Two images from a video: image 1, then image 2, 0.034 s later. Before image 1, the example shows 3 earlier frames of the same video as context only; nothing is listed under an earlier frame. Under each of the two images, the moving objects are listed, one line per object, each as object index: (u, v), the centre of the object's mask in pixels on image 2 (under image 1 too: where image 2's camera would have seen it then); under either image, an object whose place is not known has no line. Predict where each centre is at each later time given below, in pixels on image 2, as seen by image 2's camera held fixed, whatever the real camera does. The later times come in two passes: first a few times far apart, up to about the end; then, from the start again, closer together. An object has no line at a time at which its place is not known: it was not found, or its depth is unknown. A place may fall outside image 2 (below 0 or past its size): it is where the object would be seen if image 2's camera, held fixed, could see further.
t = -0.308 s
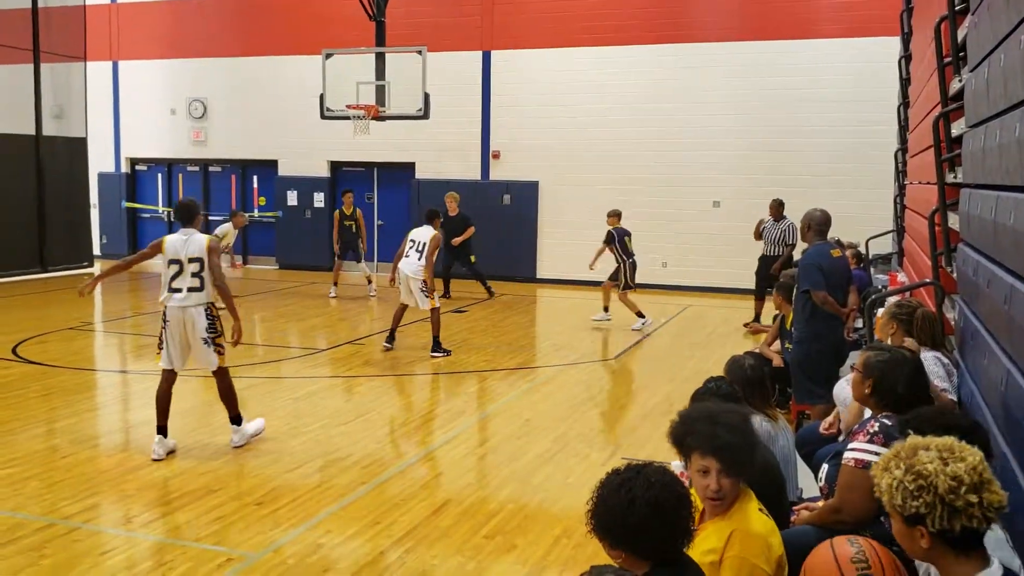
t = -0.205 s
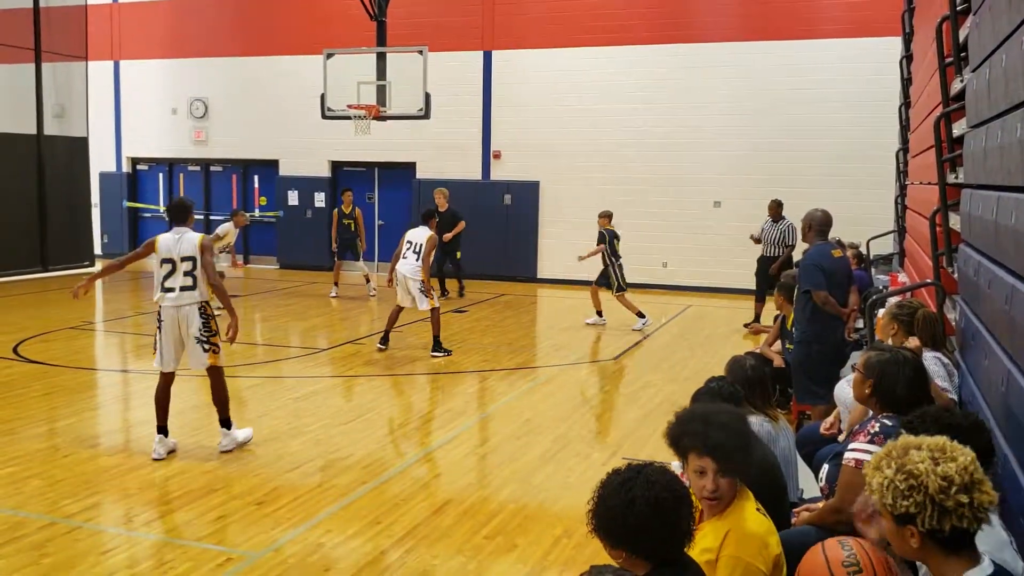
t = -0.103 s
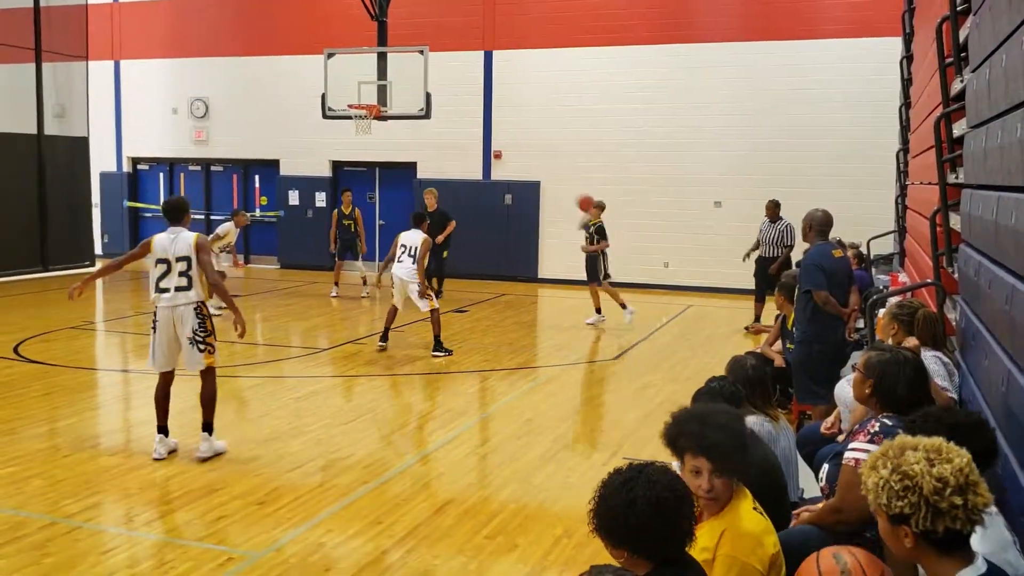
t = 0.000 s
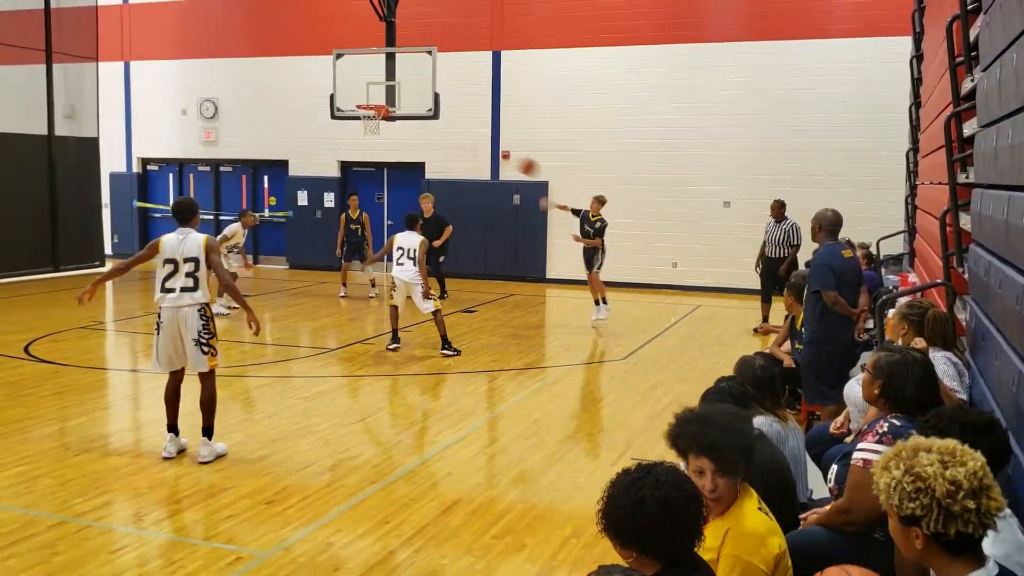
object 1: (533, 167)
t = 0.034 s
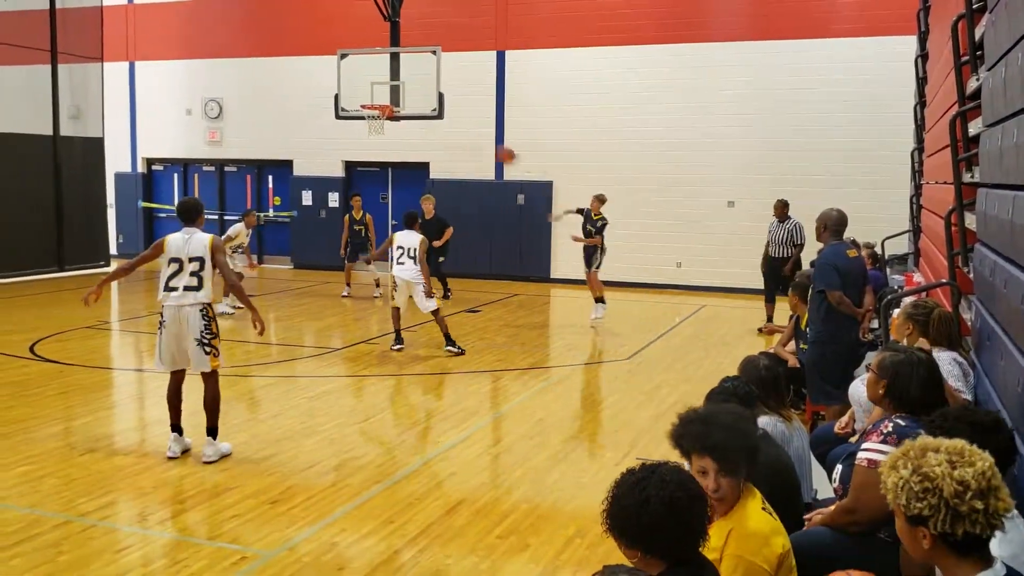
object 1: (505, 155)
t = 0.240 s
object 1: (331, 95)
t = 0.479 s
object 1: (91, 56)
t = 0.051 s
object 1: (493, 149)
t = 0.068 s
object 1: (477, 144)
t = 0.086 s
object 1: (464, 138)
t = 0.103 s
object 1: (451, 133)
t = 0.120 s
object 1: (437, 128)
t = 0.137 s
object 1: (422, 123)
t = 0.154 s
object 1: (407, 118)
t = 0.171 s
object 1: (394, 114)
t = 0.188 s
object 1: (379, 110)
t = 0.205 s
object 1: (362, 103)
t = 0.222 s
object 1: (346, 99)
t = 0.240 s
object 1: (331, 95)
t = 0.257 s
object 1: (314, 91)
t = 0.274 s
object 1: (297, 87)
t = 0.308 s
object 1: (265, 80)
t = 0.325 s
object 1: (248, 77)
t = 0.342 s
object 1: (230, 73)
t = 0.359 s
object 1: (214, 70)
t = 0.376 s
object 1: (197, 68)
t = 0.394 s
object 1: (179, 66)
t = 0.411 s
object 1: (161, 64)
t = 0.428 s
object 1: (144, 62)
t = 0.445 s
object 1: (127, 61)
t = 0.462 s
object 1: (107, 58)
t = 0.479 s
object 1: (91, 56)
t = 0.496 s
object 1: (73, 55)
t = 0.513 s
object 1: (53, 54)
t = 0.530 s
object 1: (33, 52)
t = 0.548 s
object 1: (13, 52)
